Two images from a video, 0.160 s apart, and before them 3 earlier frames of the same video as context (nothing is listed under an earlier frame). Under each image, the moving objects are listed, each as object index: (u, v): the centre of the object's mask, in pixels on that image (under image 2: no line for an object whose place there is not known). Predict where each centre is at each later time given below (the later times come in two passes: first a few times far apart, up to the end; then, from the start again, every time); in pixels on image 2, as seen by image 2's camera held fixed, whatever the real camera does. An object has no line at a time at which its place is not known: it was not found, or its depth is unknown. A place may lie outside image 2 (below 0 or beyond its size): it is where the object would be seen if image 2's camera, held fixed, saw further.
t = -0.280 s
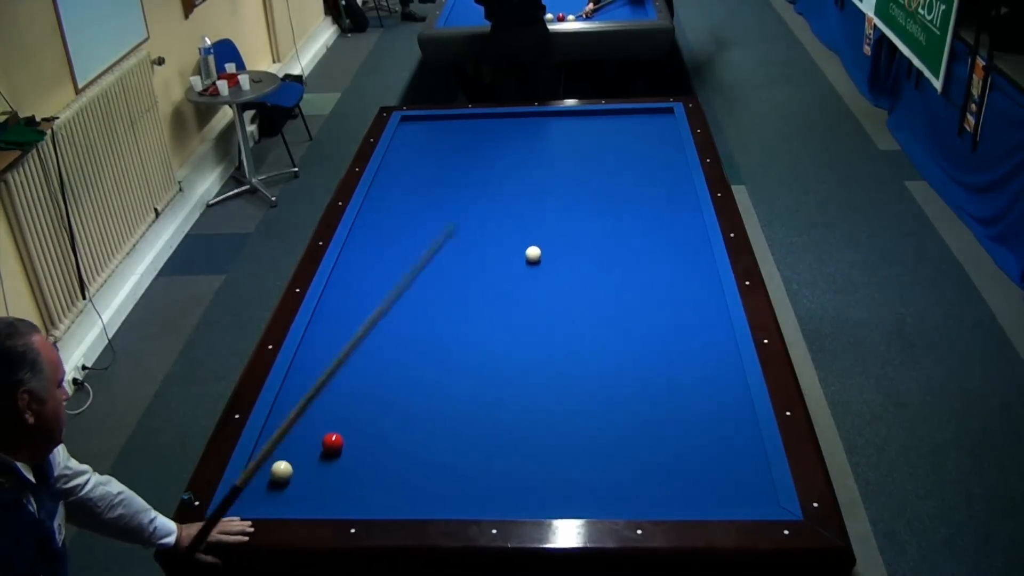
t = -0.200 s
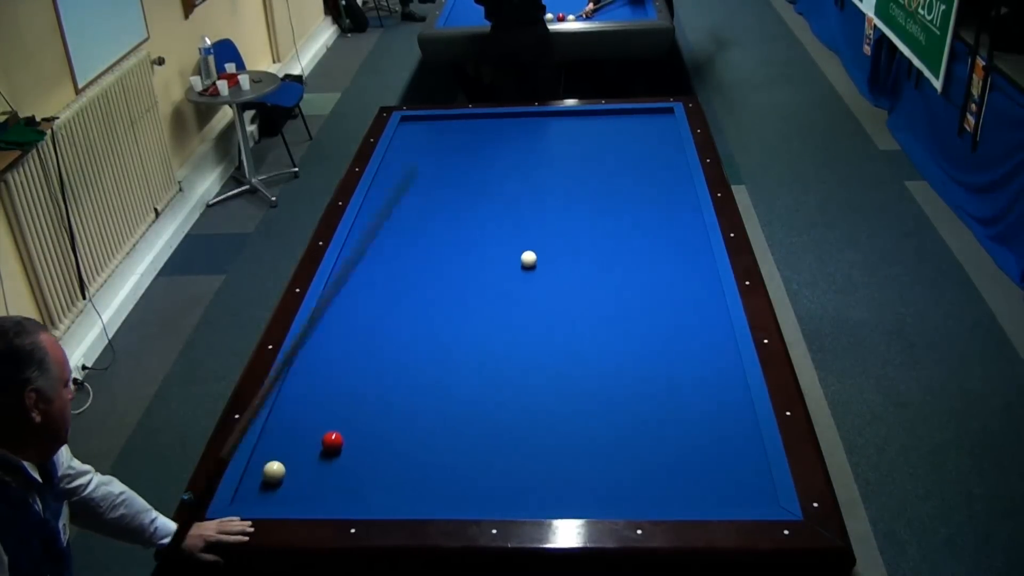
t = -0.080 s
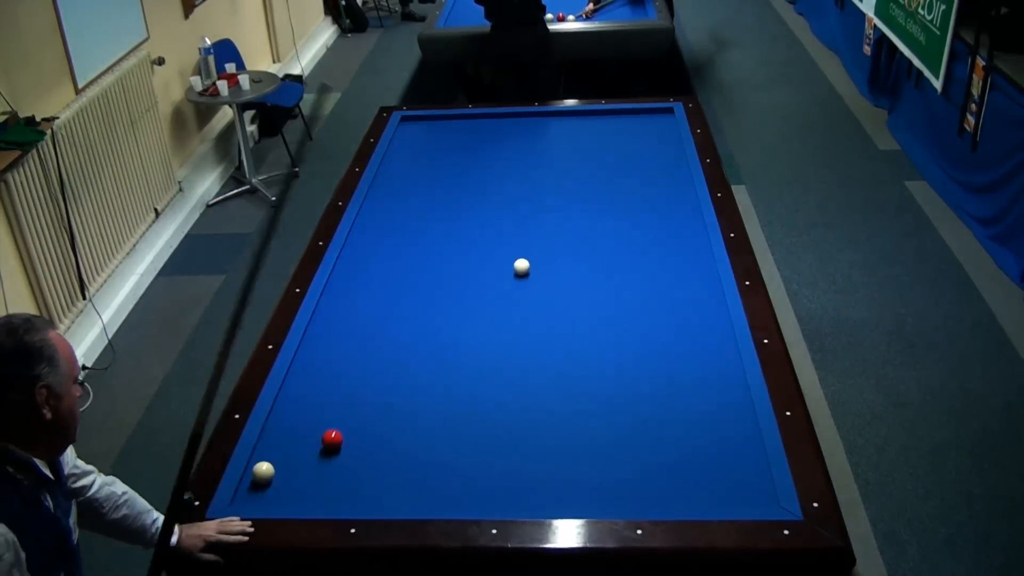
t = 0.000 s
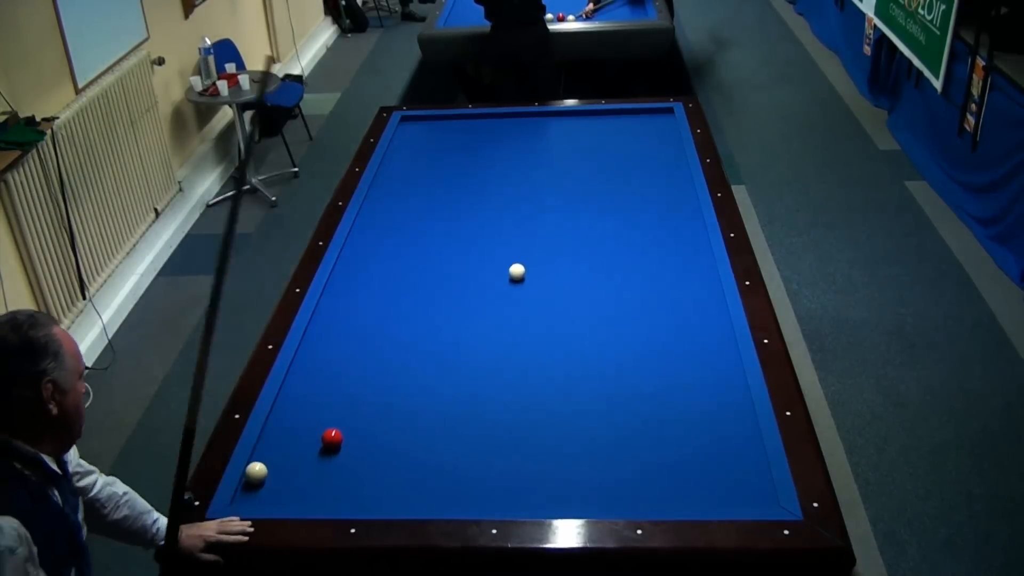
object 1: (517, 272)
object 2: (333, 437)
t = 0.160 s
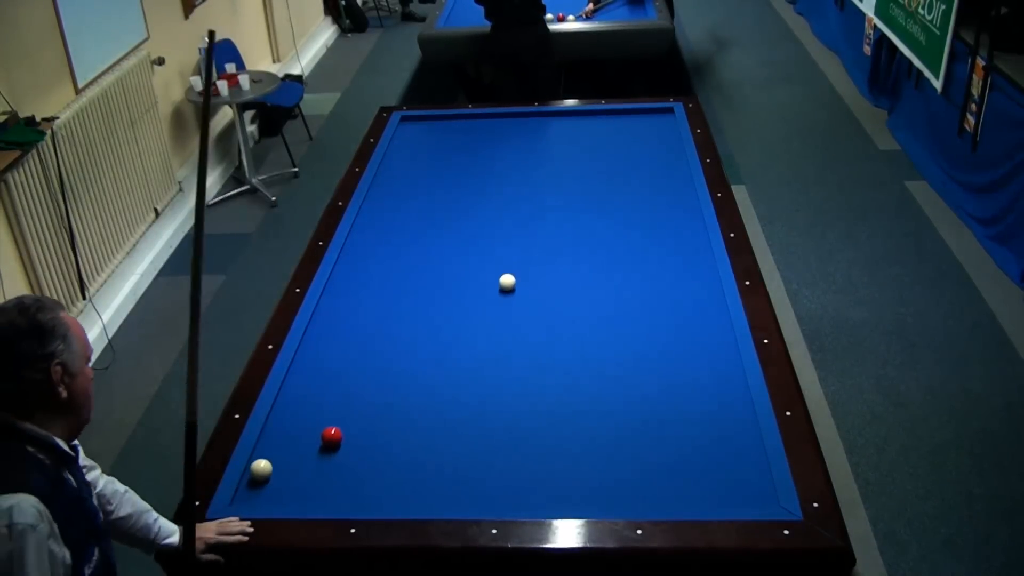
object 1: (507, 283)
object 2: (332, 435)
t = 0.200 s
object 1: (505, 285)
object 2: (332, 435)
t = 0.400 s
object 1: (492, 299)
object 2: (331, 433)
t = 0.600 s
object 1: (480, 312)
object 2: (332, 431)
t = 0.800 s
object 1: (467, 326)
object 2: (331, 431)
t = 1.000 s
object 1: (453, 341)
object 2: (331, 430)
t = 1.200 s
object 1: (439, 355)
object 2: (332, 428)
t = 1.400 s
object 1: (425, 370)
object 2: (332, 428)
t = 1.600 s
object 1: (411, 386)
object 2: (332, 429)
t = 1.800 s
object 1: (396, 401)
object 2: (333, 428)
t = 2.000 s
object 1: (382, 417)
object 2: (334, 427)
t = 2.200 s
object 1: (367, 434)
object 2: (335, 425)
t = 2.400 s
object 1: (352, 450)
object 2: (336, 424)
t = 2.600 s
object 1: (337, 466)
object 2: (336, 424)
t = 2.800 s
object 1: (321, 483)
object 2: (336, 423)
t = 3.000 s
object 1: (306, 497)
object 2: (336, 423)
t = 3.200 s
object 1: (303, 489)
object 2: (335, 423)
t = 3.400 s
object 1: (300, 481)
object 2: (335, 423)
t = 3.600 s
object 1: (298, 473)
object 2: (335, 423)
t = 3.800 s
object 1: (295, 465)
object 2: (335, 423)
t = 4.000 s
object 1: (293, 458)
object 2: (335, 423)
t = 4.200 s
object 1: (291, 451)
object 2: (335, 424)
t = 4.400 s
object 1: (290, 445)
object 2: (335, 424)
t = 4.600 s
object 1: (288, 439)
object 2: (335, 424)
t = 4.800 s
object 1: (287, 434)
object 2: (335, 424)
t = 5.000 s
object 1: (286, 429)
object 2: (335, 424)
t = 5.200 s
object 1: (286, 424)
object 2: (336, 424)
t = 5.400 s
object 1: (285, 421)
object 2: (336, 424)
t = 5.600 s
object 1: (284, 417)
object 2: (335, 424)
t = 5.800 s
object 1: (284, 414)
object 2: (335, 424)
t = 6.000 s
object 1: (284, 411)
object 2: (335, 424)
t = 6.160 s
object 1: (283, 409)
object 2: (335, 424)
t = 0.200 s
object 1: (505, 285)
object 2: (332, 435)
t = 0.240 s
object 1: (502, 288)
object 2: (332, 434)
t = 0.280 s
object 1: (500, 291)
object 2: (332, 434)
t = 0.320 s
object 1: (497, 293)
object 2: (332, 433)
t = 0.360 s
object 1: (495, 296)
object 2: (332, 433)
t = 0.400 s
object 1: (492, 299)
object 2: (331, 433)
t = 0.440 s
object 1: (490, 301)
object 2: (331, 432)
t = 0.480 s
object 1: (487, 304)
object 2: (331, 432)
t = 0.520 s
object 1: (485, 307)
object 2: (331, 431)
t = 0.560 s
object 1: (482, 310)
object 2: (331, 431)
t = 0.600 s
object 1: (480, 312)
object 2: (332, 431)
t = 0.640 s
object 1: (477, 315)
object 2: (332, 431)
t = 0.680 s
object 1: (474, 318)
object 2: (331, 430)
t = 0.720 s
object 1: (472, 321)
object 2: (332, 430)
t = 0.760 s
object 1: (469, 324)
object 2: (332, 430)
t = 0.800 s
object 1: (467, 326)
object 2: (331, 431)
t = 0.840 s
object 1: (464, 329)
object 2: (332, 431)
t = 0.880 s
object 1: (461, 332)
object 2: (332, 430)
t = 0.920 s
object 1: (459, 335)
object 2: (332, 429)
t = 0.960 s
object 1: (456, 338)
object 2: (331, 430)
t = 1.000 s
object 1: (453, 341)
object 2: (331, 430)
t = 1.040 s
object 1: (450, 344)
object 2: (332, 430)
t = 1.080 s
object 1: (448, 346)
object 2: (332, 428)
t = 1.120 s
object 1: (445, 349)
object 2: (332, 428)
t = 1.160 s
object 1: (442, 352)
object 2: (332, 429)
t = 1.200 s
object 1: (439, 355)
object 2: (332, 428)
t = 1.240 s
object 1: (437, 358)
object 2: (332, 429)
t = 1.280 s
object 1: (434, 361)
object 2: (332, 428)
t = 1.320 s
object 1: (431, 364)
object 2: (332, 429)
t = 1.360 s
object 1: (428, 367)
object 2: (332, 429)
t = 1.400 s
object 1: (425, 370)
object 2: (332, 428)
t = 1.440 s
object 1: (423, 373)
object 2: (332, 429)
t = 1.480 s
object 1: (420, 376)
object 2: (332, 429)
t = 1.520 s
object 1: (417, 380)
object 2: (332, 429)
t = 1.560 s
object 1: (414, 382)
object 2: (332, 428)
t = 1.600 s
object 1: (411, 386)
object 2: (332, 429)
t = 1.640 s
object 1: (408, 389)
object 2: (333, 429)
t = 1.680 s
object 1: (405, 392)
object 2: (333, 429)
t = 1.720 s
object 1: (402, 395)
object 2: (333, 429)
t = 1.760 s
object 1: (400, 398)
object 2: (333, 428)
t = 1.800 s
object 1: (396, 401)
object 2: (333, 428)
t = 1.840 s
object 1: (394, 404)
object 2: (333, 428)
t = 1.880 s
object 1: (391, 407)
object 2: (334, 427)
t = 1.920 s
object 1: (388, 411)
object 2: (334, 427)
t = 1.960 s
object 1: (385, 414)
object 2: (334, 427)
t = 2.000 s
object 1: (382, 417)
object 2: (334, 427)
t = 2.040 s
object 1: (379, 420)
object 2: (335, 427)
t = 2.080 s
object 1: (376, 423)
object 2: (335, 426)
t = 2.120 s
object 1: (373, 427)
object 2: (335, 426)
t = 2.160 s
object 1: (370, 430)
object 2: (335, 426)
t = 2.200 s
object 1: (367, 434)
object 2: (335, 425)
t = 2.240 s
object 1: (364, 437)
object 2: (335, 425)
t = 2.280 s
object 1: (361, 440)
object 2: (336, 425)
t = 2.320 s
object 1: (358, 443)
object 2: (336, 425)
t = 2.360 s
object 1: (354, 447)
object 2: (336, 425)
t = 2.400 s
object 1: (352, 450)
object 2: (336, 424)
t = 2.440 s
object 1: (349, 453)
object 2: (336, 424)
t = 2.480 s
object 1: (346, 457)
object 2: (336, 424)
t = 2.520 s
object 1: (343, 460)
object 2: (336, 424)
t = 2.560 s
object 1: (340, 463)
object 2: (336, 424)
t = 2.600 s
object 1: (337, 466)
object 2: (336, 424)
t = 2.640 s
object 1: (333, 469)
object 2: (336, 423)
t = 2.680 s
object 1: (330, 473)
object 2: (336, 423)
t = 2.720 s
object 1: (327, 476)
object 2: (336, 423)
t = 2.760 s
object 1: (324, 480)
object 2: (336, 423)
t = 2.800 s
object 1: (321, 483)
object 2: (336, 423)
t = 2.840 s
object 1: (318, 487)
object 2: (336, 423)
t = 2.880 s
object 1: (315, 490)
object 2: (336, 423)
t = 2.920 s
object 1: (312, 493)
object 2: (336, 423)
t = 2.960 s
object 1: (309, 496)
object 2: (336, 424)
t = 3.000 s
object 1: (306, 497)
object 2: (336, 423)
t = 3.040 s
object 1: (306, 495)
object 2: (336, 423)
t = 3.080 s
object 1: (305, 494)
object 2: (336, 424)
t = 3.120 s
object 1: (304, 492)
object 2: (336, 423)
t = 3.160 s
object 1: (304, 491)
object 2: (336, 423)
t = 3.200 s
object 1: (303, 489)
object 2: (335, 423)
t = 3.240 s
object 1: (303, 488)
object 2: (336, 423)
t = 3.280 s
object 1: (302, 486)
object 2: (336, 423)
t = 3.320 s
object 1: (302, 484)
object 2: (335, 423)
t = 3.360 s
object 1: (301, 482)
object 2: (335, 423)
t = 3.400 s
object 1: (300, 481)
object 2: (335, 423)
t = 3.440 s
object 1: (300, 479)
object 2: (335, 423)
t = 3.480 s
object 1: (299, 477)
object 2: (335, 423)
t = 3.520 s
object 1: (299, 476)
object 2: (335, 424)
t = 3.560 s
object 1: (298, 474)
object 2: (336, 424)
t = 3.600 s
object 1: (298, 473)
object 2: (335, 423)
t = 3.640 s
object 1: (297, 471)
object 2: (335, 423)
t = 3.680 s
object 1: (297, 469)
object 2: (335, 423)
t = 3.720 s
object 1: (296, 468)
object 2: (335, 423)
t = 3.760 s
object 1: (296, 466)
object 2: (335, 423)
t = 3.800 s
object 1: (295, 465)
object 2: (335, 423)
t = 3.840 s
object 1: (295, 464)
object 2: (336, 423)
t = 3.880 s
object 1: (295, 462)
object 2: (335, 424)
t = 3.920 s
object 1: (294, 461)
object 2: (335, 423)
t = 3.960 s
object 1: (294, 459)
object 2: (335, 423)
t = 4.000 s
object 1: (293, 458)
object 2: (335, 423)
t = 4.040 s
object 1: (293, 456)
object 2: (335, 423)
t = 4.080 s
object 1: (293, 455)
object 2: (335, 424)
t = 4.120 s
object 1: (292, 453)
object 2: (335, 424)
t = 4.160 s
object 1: (292, 452)
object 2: (335, 424)
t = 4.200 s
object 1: (291, 451)
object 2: (335, 424)
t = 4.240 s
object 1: (291, 450)
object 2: (335, 424)
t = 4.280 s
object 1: (291, 448)
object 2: (336, 424)
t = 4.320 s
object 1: (291, 447)
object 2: (336, 424)
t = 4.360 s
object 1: (290, 446)
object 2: (335, 424)
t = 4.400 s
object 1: (290, 445)
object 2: (335, 424)
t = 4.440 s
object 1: (290, 444)
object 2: (336, 424)
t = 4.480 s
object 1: (289, 442)
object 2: (336, 424)
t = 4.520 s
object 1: (289, 441)
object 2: (336, 424)
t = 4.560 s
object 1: (289, 441)
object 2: (336, 424)
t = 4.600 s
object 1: (288, 439)
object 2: (335, 424)
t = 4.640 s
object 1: (288, 438)
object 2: (336, 424)
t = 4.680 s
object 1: (288, 437)
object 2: (336, 424)
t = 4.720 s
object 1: (288, 436)
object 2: (336, 424)
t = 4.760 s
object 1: (287, 435)
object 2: (335, 424)
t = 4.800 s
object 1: (287, 434)
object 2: (335, 424)
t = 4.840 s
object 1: (287, 433)
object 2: (335, 424)
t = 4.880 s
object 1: (287, 432)
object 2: (336, 424)
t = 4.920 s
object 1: (287, 431)
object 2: (336, 424)
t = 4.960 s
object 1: (287, 430)
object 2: (335, 424)
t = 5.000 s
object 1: (286, 429)
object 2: (335, 424)
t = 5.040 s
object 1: (286, 428)
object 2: (335, 424)
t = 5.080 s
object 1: (286, 427)
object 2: (336, 424)
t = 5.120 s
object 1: (286, 426)
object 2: (335, 424)
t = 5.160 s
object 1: (286, 425)
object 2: (335, 424)
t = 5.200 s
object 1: (286, 424)
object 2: (336, 424)
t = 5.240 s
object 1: (285, 424)
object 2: (335, 424)
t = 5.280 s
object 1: (285, 423)
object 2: (335, 424)
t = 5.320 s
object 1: (285, 422)
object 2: (335, 424)
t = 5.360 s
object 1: (285, 421)
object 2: (335, 424)
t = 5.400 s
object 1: (285, 421)
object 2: (336, 424)
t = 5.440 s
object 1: (285, 420)
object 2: (335, 424)
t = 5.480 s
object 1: (285, 419)
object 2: (335, 424)
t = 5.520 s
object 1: (285, 419)
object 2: (335, 424)
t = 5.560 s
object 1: (285, 418)
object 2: (335, 424)
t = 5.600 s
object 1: (284, 417)
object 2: (335, 424)
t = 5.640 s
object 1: (284, 416)
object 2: (335, 424)
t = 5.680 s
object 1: (284, 416)
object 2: (335, 424)
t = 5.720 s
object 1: (284, 415)
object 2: (335, 424)
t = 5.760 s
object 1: (284, 415)
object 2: (335, 424)
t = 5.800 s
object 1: (284, 414)
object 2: (335, 424)
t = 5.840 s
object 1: (284, 414)
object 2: (335, 424)
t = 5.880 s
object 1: (284, 413)
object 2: (335, 424)
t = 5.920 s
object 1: (284, 412)
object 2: (335, 424)
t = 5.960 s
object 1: (284, 412)
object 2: (335, 424)
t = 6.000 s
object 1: (284, 411)
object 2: (335, 424)
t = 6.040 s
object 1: (283, 411)
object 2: (335, 424)
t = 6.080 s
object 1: (283, 410)
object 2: (335, 424)
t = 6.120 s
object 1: (283, 410)
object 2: (335, 424)
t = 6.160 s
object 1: (283, 409)
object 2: (335, 424)
